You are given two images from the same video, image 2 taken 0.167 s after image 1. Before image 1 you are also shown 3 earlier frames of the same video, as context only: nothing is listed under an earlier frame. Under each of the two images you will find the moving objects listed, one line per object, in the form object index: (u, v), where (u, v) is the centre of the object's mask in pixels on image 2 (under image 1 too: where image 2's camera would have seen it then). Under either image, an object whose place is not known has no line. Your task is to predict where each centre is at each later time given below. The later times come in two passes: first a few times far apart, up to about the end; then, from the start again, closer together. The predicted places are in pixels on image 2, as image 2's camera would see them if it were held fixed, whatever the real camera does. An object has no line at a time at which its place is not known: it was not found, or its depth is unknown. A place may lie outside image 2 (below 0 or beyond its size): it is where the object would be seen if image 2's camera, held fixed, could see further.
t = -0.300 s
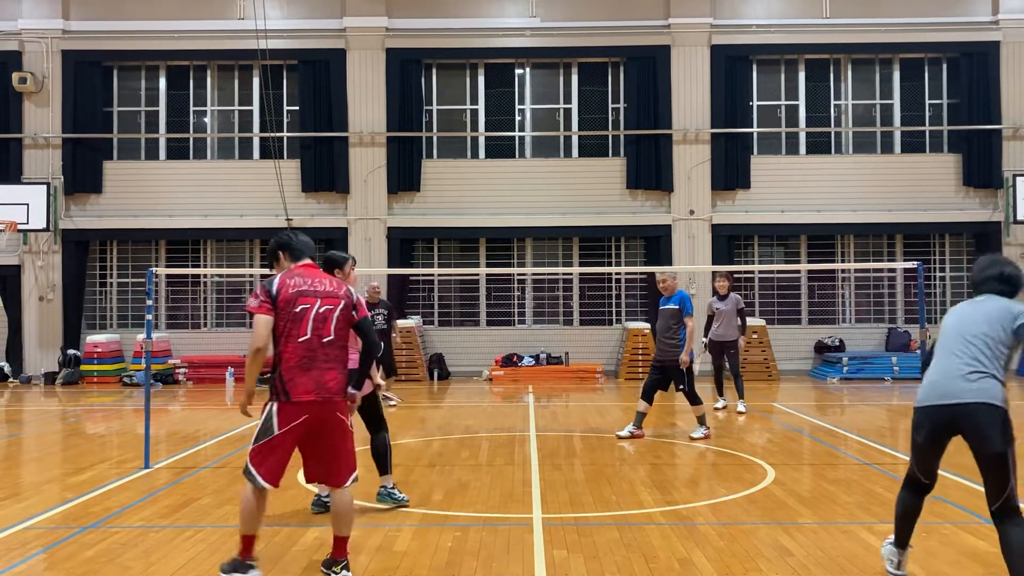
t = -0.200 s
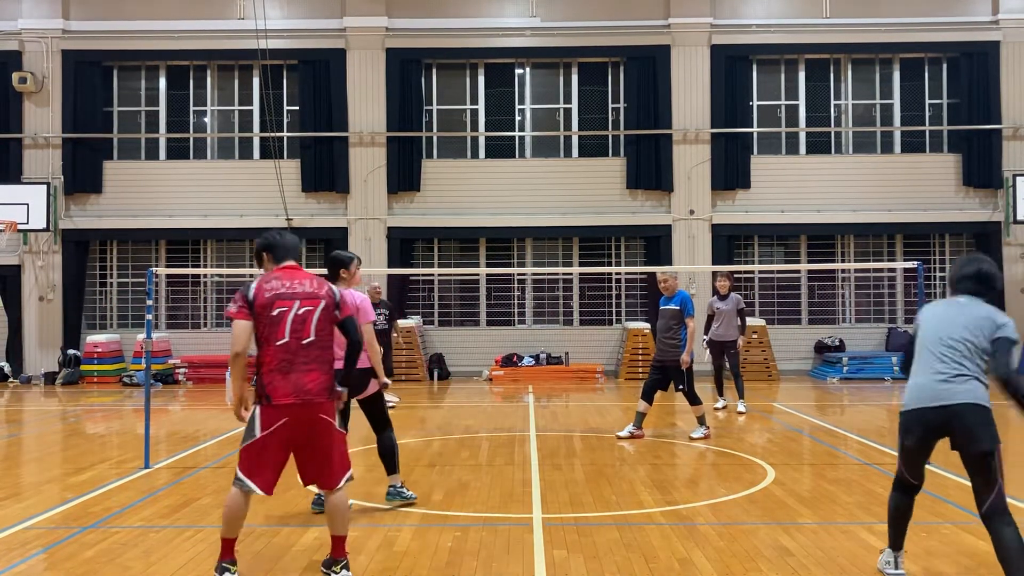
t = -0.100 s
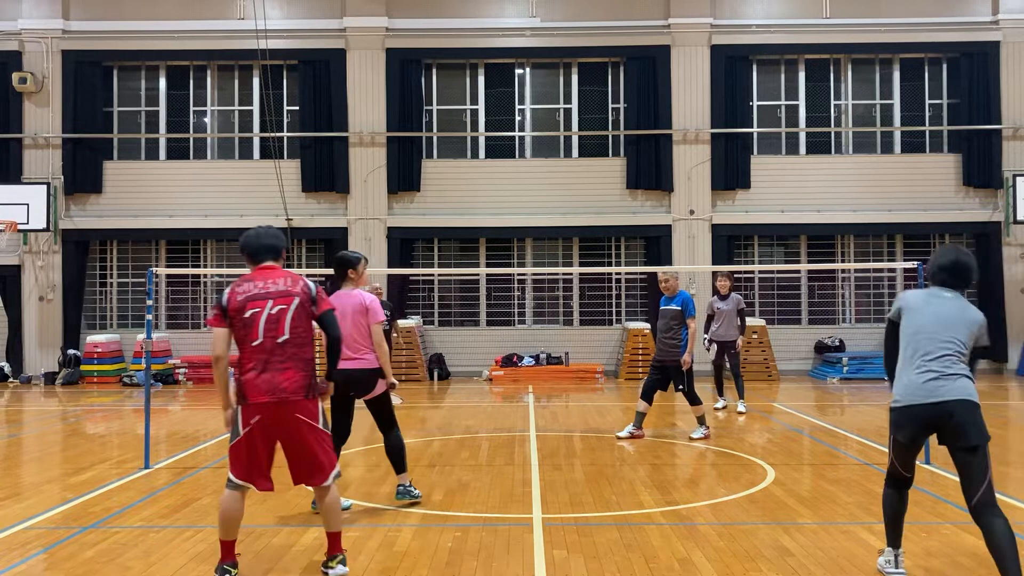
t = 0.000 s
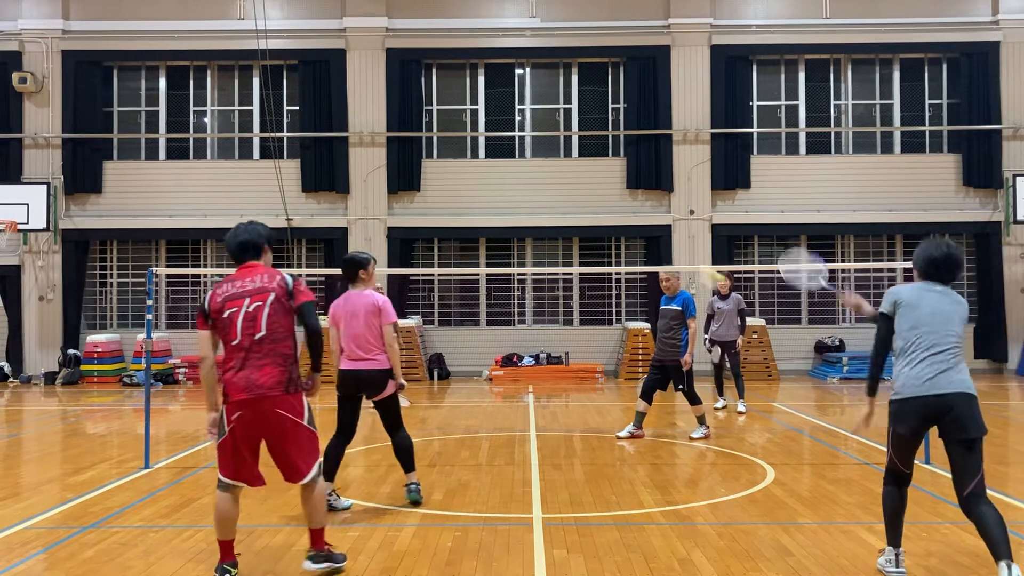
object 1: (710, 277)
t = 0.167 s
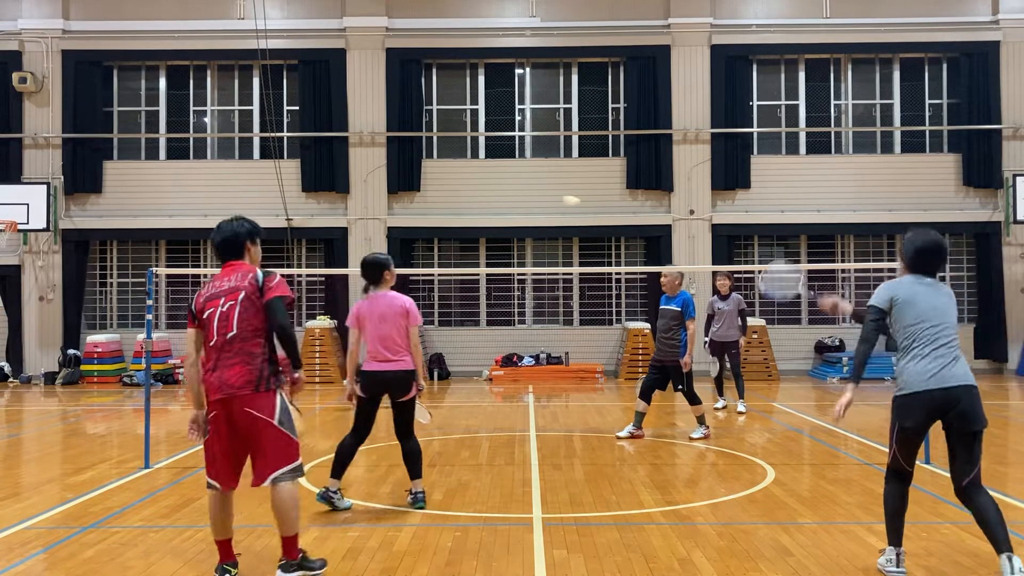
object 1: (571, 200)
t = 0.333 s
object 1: (508, 189)
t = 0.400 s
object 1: (488, 192)
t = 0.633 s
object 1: (440, 229)
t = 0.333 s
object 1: (508, 189)
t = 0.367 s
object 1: (497, 190)
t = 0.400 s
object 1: (488, 192)
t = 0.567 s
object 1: (451, 213)
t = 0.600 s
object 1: (446, 220)
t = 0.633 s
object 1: (440, 229)
